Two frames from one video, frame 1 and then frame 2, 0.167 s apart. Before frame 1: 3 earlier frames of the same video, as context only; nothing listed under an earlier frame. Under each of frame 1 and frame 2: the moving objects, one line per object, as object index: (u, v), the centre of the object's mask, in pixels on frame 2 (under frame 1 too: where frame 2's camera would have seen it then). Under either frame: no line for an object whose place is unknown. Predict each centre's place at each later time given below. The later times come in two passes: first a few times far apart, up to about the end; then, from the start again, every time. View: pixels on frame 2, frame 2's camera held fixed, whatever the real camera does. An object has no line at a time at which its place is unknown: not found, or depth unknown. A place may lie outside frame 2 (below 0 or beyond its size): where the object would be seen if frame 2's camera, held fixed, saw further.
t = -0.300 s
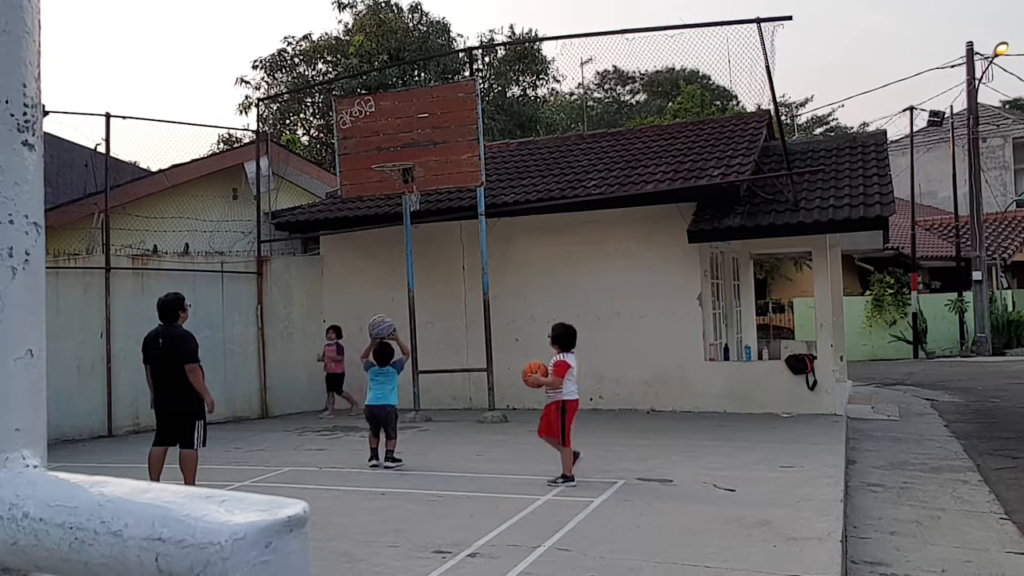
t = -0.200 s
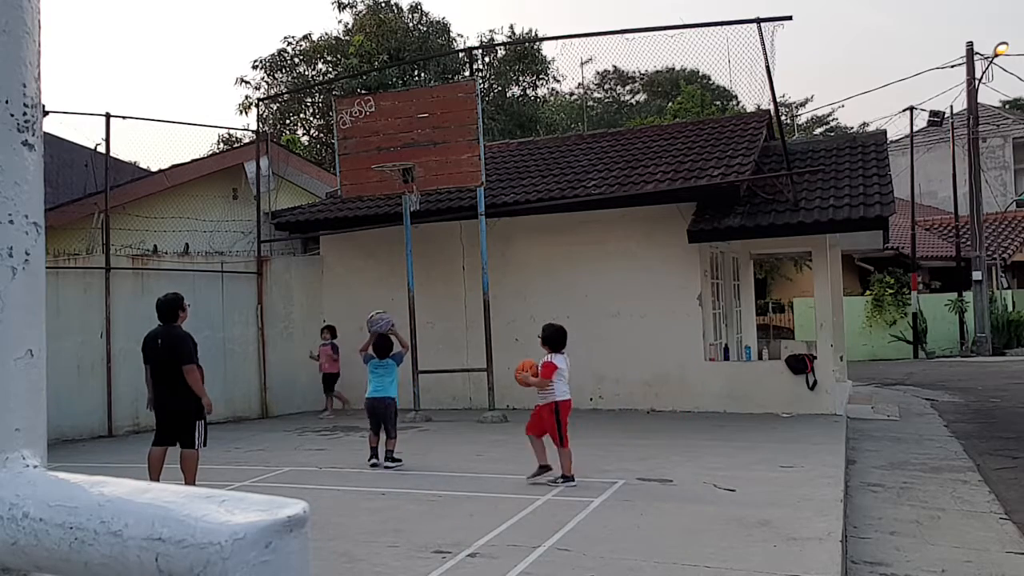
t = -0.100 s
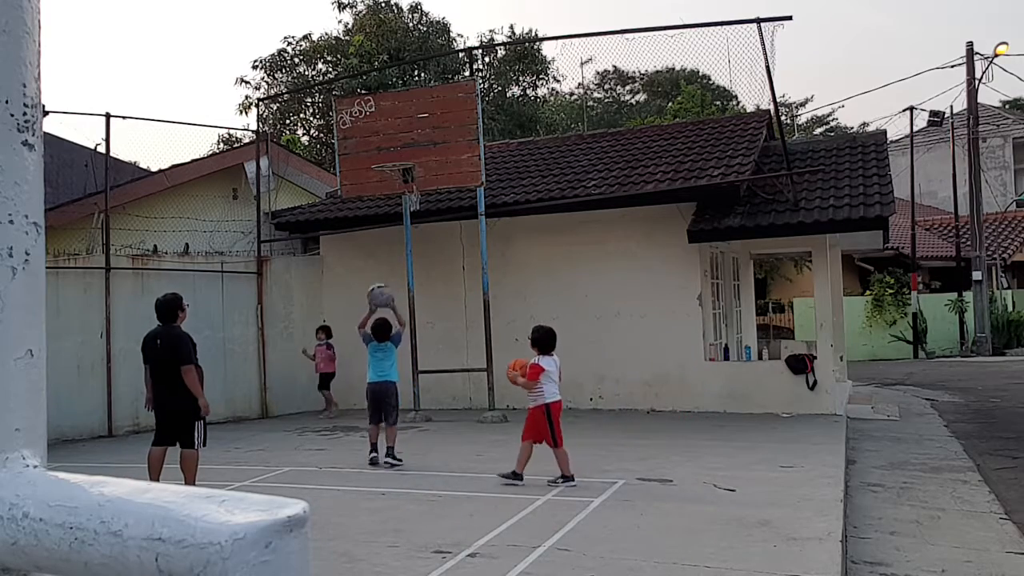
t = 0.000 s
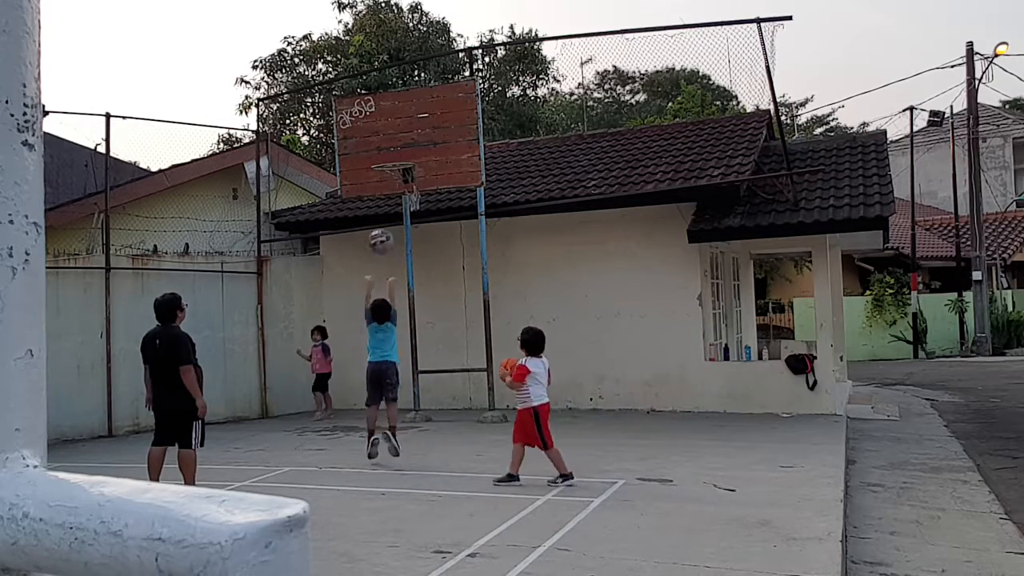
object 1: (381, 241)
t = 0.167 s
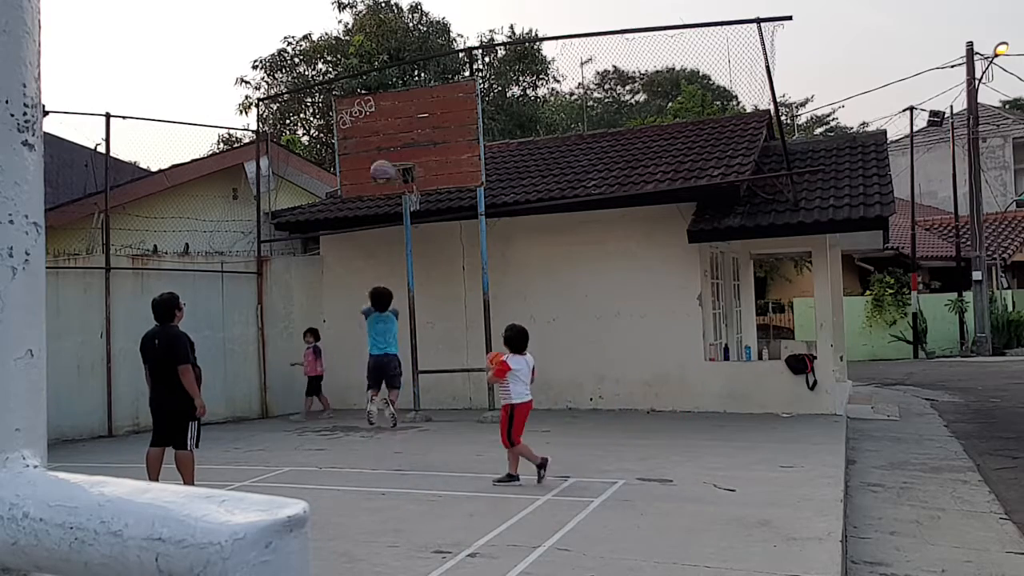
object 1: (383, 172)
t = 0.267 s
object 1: (384, 144)
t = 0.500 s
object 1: (388, 123)
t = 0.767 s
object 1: (396, 155)
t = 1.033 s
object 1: (373, 155)
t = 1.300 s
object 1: (347, 219)
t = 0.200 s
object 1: (383, 161)
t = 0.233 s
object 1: (384, 152)
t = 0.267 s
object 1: (384, 144)
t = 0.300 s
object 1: (384, 138)
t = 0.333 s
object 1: (385, 131)
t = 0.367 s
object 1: (386, 128)
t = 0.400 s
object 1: (386, 125)
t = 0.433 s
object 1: (387, 123)
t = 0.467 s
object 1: (388, 122)
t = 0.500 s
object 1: (388, 123)
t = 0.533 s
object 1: (389, 122)
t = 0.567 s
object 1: (390, 124)
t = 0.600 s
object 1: (391, 125)
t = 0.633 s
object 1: (392, 130)
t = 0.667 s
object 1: (393, 134)
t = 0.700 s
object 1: (394, 141)
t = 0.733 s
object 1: (395, 148)
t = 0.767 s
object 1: (396, 155)
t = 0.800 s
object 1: (395, 156)
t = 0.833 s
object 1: (392, 153)
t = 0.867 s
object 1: (389, 152)
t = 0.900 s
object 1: (386, 151)
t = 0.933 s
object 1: (383, 151)
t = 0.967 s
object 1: (380, 151)
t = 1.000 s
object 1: (377, 152)
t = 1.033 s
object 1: (373, 155)
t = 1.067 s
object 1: (370, 159)
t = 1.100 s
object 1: (367, 164)
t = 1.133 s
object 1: (363, 170)
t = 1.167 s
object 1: (360, 177)
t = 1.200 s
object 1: (357, 186)
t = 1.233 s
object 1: (354, 196)
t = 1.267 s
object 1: (351, 208)
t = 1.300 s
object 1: (347, 219)
